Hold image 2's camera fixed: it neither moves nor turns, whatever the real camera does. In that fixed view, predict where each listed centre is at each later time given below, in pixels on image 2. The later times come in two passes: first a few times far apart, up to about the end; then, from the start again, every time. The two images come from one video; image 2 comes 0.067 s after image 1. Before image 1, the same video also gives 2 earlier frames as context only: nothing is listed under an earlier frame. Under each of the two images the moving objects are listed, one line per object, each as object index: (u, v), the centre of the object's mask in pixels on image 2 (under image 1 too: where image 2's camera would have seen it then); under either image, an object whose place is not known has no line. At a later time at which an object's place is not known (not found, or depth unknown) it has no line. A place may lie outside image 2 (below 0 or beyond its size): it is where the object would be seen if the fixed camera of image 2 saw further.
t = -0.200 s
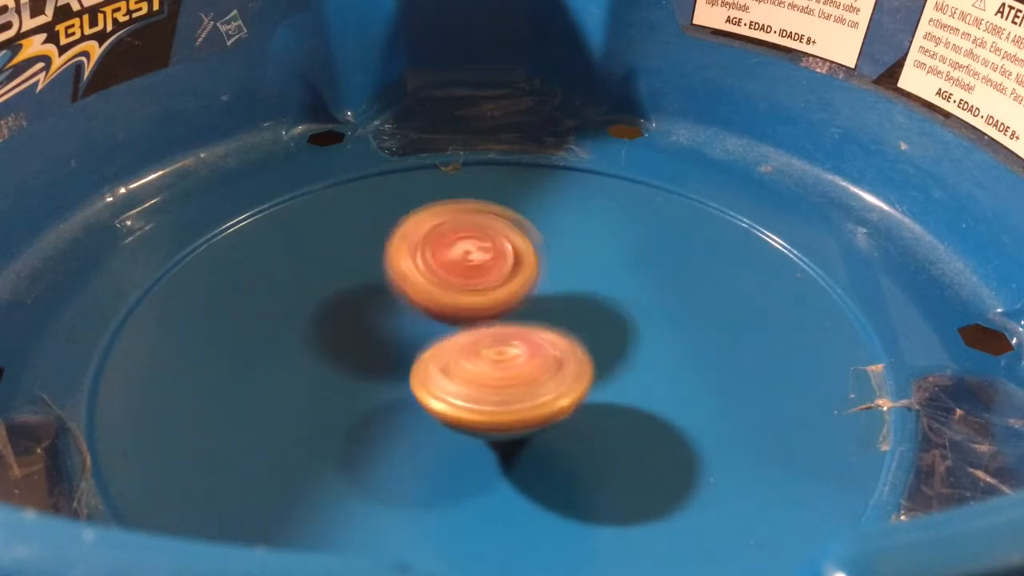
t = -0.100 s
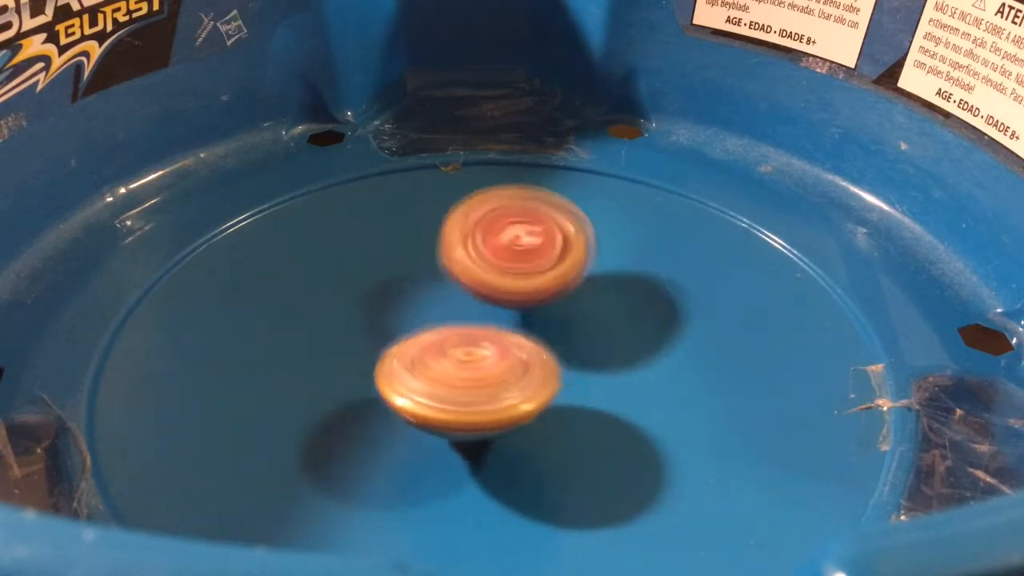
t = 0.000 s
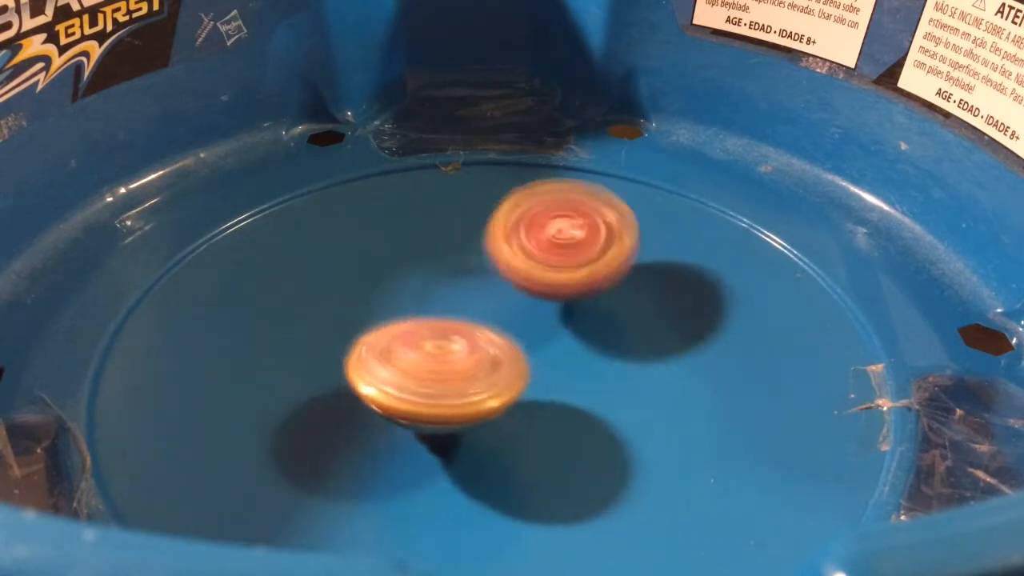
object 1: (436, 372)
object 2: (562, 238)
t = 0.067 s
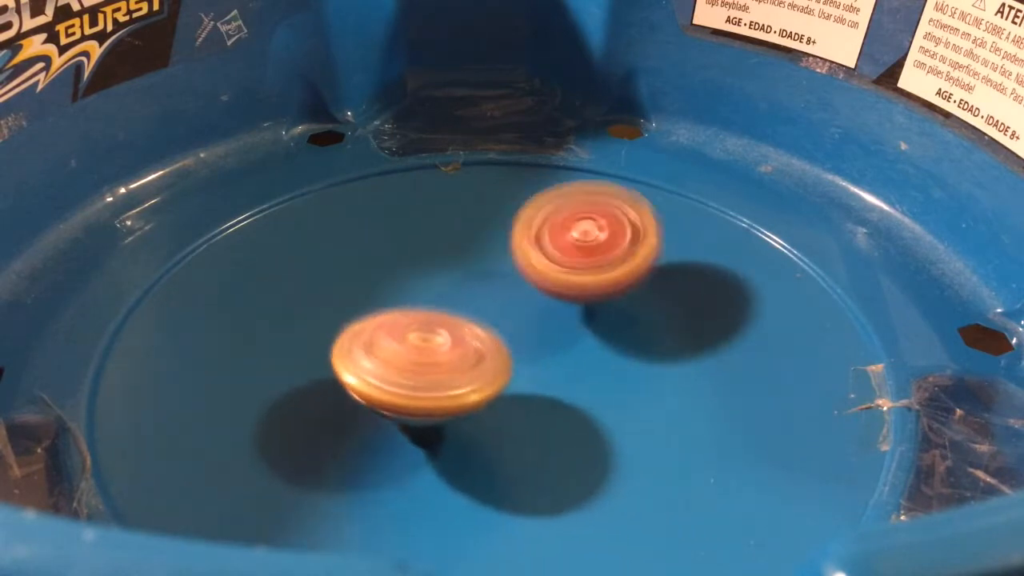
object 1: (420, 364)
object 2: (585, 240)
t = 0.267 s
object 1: (401, 329)
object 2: (623, 270)
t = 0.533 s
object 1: (443, 289)
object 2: (599, 360)
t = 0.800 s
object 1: (520, 282)
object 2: (491, 424)
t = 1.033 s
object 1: (576, 306)
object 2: (405, 398)
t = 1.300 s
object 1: (585, 350)
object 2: (390, 302)
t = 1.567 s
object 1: (524, 378)
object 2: (447, 238)
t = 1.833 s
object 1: (445, 358)
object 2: (534, 259)
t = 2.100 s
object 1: (422, 313)
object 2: (635, 324)
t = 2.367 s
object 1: (467, 283)
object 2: (619, 379)
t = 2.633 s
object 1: (540, 278)
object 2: (457, 398)
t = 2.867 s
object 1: (582, 299)
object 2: (332, 381)
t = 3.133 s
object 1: (571, 347)
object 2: (362, 317)
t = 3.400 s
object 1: (525, 387)
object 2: (468, 237)
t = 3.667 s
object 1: (452, 372)
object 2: (557, 217)
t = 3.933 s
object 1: (435, 320)
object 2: (603, 296)
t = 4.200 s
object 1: (371, 265)
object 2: (651, 393)
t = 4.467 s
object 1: (444, 272)
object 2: (514, 403)
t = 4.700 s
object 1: (504, 245)
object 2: (480, 370)
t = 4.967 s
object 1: (526, 282)
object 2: (462, 383)
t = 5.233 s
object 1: (509, 307)
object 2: (394, 388)
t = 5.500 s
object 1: (551, 302)
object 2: (356, 340)
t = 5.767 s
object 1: (604, 313)
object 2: (421, 344)
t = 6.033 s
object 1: (651, 370)
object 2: (397, 327)
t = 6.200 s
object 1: (595, 355)
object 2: (401, 332)
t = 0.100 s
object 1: (414, 359)
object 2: (596, 243)
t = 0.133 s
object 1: (409, 354)
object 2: (604, 246)
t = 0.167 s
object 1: (405, 348)
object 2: (610, 250)
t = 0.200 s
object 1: (402, 342)
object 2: (617, 255)
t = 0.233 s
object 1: (401, 336)
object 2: (620, 262)
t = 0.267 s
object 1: (401, 329)
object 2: (623, 270)
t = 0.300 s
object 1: (403, 323)
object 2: (627, 278)
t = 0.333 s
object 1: (405, 317)
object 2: (627, 289)
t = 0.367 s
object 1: (409, 312)
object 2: (625, 299)
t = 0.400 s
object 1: (414, 306)
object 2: (624, 310)
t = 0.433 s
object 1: (420, 301)
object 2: (620, 323)
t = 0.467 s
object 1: (427, 296)
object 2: (615, 336)
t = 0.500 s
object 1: (435, 292)
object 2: (608, 348)
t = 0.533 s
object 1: (443, 289)
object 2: (599, 360)
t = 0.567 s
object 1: (452, 286)
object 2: (590, 372)
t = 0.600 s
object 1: (461, 283)
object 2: (579, 382)
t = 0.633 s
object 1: (470, 282)
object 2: (567, 392)
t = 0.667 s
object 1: (480, 281)
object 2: (552, 402)
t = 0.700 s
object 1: (490, 280)
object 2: (538, 410)
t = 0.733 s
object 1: (500, 280)
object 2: (523, 417)
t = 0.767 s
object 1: (510, 281)
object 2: (507, 421)
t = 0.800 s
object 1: (520, 282)
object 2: (491, 424)
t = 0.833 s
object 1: (529, 284)
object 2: (474, 426)
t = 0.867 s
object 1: (539, 287)
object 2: (461, 424)
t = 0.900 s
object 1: (548, 290)
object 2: (448, 422)
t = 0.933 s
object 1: (557, 293)
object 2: (434, 420)
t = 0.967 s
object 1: (564, 297)
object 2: (424, 414)
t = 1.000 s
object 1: (570, 301)
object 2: (415, 409)
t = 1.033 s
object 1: (576, 306)
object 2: (405, 398)
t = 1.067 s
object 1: (581, 311)
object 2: (399, 388)
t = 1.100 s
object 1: (585, 316)
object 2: (394, 378)
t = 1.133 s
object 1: (589, 322)
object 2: (388, 365)
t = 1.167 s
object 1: (591, 328)
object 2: (386, 354)
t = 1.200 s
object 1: (592, 333)
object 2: (386, 340)
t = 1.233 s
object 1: (591, 338)
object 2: (385, 328)
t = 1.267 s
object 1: (589, 344)
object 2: (387, 314)
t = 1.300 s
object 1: (585, 350)
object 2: (390, 302)
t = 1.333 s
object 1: (580, 356)
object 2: (394, 291)
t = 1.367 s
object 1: (575, 361)
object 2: (399, 279)
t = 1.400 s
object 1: (568, 365)
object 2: (405, 268)
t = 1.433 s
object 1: (561, 369)
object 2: (412, 260)
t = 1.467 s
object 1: (552, 372)
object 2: (420, 252)
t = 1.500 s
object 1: (543, 375)
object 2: (427, 246)
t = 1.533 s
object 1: (534, 377)
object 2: (437, 241)
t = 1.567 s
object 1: (524, 378)
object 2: (447, 238)
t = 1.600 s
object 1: (513, 378)
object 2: (454, 237)
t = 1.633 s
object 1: (502, 378)
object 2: (464, 237)
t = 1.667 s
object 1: (492, 377)
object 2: (473, 237)
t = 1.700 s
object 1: (481, 374)
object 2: (483, 239)
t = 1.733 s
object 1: (471, 371)
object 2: (497, 244)
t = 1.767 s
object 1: (461, 368)
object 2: (507, 247)
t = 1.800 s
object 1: (453, 363)
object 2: (519, 253)
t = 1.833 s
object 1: (445, 358)
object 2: (534, 259)
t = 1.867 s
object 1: (438, 353)
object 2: (547, 266)
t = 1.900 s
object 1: (431, 348)
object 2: (562, 274)
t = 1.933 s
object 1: (427, 342)
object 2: (576, 281)
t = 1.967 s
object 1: (424, 337)
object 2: (589, 290)
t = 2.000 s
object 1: (422, 330)
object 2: (605, 298)
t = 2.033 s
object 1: (420, 324)
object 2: (614, 307)
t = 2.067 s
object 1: (421, 318)
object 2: (625, 316)
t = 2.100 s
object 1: (422, 313)
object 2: (635, 324)
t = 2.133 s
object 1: (425, 307)
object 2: (640, 334)
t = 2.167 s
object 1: (428, 302)
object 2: (646, 343)
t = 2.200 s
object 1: (433, 298)
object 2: (646, 351)
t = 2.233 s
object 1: (438, 294)
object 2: (646, 359)
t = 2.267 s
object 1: (445, 290)
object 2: (643, 365)
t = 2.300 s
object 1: (452, 287)
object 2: (636, 371)
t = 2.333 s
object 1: (459, 285)
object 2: (630, 375)
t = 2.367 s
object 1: (467, 283)
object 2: (619, 379)
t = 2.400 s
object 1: (476, 282)
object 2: (607, 382)
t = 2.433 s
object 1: (484, 282)
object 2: (593, 385)
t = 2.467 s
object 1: (493, 281)
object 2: (574, 386)
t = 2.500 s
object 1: (502, 282)
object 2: (557, 389)
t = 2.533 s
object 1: (511, 282)
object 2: (536, 389)
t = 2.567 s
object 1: (520, 282)
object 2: (512, 390)
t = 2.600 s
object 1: (532, 279)
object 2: (486, 393)
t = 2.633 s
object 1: (540, 278)
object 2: (457, 398)
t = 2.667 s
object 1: (547, 279)
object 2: (434, 400)
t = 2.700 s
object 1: (554, 281)
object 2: (413, 399)
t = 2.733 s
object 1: (561, 284)
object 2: (393, 398)
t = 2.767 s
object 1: (568, 287)
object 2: (374, 395)
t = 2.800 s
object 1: (574, 291)
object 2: (357, 391)
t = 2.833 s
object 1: (579, 295)
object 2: (345, 387)
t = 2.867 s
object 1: (582, 299)
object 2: (332, 381)
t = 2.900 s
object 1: (585, 305)
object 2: (327, 373)
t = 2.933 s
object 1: (587, 311)
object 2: (323, 367)
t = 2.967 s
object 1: (588, 317)
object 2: (324, 360)
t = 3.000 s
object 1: (587, 323)
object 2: (326, 352)
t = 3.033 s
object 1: (585, 329)
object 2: (332, 343)
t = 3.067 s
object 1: (582, 335)
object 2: (342, 335)
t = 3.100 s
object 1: (577, 341)
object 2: (349, 326)
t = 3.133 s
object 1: (571, 347)
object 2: (362, 317)
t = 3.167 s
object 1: (565, 352)
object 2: (375, 307)
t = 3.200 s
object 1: (557, 357)
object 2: (392, 299)
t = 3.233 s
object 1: (549, 361)
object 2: (406, 291)
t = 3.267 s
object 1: (543, 367)
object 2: (422, 280)
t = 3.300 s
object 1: (542, 376)
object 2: (434, 265)
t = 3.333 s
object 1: (539, 382)
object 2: (444, 257)
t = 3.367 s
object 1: (534, 386)
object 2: (455, 247)
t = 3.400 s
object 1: (525, 387)
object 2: (468, 237)
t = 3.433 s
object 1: (515, 389)
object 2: (482, 230)
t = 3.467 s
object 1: (505, 389)
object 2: (492, 222)
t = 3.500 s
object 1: (494, 389)
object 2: (505, 218)
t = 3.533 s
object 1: (485, 388)
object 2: (515, 213)
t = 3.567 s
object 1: (476, 385)
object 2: (527, 212)
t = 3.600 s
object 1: (467, 382)
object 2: (537, 211)
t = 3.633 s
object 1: (459, 378)
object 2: (548, 214)
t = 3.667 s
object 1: (452, 372)
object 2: (557, 217)
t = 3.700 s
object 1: (446, 367)
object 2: (567, 223)
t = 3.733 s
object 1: (441, 361)
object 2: (574, 229)
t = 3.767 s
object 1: (437, 354)
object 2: (582, 238)
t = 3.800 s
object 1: (434, 347)
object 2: (588, 247)
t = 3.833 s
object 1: (432, 341)
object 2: (595, 259)
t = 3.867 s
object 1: (432, 334)
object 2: (598, 271)
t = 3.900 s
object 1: (433, 327)
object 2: (601, 283)
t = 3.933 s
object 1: (435, 320)
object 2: (603, 296)
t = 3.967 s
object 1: (416, 309)
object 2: (621, 312)
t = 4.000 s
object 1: (389, 295)
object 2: (648, 330)
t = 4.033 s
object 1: (370, 285)
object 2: (660, 348)
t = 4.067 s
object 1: (362, 278)
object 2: (661, 359)
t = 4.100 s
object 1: (361, 274)
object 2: (665, 362)
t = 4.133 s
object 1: (362, 271)
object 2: (667, 366)
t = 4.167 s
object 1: (366, 267)
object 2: (666, 379)
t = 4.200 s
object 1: (371, 265)
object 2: (651, 393)
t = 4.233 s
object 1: (378, 262)
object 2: (637, 406)
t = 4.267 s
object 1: (384, 261)
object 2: (622, 416)
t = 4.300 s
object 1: (392, 260)
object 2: (607, 419)
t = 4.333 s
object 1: (402, 261)
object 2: (583, 418)
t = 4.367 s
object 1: (412, 262)
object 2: (559, 418)
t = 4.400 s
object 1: (422, 264)
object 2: (539, 417)
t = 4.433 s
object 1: (432, 268)
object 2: (525, 414)
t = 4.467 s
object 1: (444, 272)
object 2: (514, 403)
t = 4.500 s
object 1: (454, 273)
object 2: (508, 396)
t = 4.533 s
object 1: (461, 267)
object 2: (504, 387)
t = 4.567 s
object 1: (468, 261)
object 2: (497, 382)
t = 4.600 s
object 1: (476, 260)
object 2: (493, 373)
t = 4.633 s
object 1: (482, 255)
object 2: (490, 362)
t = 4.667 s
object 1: (494, 249)
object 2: (482, 366)
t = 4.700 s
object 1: (504, 245)
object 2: (480, 370)
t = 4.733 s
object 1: (511, 244)
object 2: (479, 376)
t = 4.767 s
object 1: (515, 248)
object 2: (475, 380)
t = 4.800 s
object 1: (519, 253)
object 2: (472, 381)
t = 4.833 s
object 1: (522, 258)
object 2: (474, 384)
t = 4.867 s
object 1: (523, 265)
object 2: (470, 383)
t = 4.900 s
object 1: (526, 271)
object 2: (466, 384)
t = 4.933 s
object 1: (525, 278)
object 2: (464, 383)
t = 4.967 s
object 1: (526, 282)
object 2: (462, 383)
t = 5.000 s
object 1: (528, 285)
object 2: (453, 387)
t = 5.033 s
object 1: (527, 289)
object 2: (448, 388)
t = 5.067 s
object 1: (524, 293)
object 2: (441, 387)
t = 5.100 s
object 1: (526, 294)
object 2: (427, 391)
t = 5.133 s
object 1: (523, 297)
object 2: (416, 392)
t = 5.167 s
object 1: (518, 301)
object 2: (409, 393)
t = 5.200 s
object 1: (515, 304)
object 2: (399, 390)
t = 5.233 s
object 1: (509, 307)
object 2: (394, 388)
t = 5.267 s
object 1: (514, 305)
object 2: (385, 387)
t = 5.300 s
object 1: (517, 304)
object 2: (374, 380)
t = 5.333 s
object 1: (516, 304)
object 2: (367, 373)
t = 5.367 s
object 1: (514, 305)
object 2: (367, 371)
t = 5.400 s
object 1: (511, 305)
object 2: (364, 362)
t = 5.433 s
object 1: (512, 305)
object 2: (363, 354)
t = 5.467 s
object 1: (527, 304)
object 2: (364, 352)
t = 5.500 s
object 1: (551, 302)
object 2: (356, 340)
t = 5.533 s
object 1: (569, 301)
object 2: (357, 332)
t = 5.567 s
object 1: (579, 302)
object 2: (366, 328)
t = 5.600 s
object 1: (586, 301)
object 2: (378, 333)
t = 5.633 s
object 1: (591, 302)
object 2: (390, 343)
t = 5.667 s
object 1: (597, 303)
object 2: (394, 346)
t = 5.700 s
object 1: (600, 306)
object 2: (402, 345)
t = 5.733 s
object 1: (603, 310)
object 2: (407, 348)
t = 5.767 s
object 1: (604, 313)
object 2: (421, 344)
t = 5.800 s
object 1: (603, 317)
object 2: (432, 350)
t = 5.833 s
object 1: (611, 325)
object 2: (435, 338)
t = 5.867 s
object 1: (631, 336)
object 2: (426, 326)
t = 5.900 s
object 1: (651, 352)
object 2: (416, 329)
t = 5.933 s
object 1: (660, 360)
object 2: (405, 334)
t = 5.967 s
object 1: (665, 366)
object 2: (399, 331)
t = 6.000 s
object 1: (660, 370)
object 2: (398, 328)
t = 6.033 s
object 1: (651, 370)
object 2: (397, 327)
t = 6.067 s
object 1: (640, 370)
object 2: (397, 326)
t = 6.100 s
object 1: (632, 368)
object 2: (397, 327)
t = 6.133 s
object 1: (621, 365)
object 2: (398, 328)
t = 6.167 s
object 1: (609, 359)
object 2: (399, 330)
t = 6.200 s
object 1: (595, 355)
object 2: (401, 332)
